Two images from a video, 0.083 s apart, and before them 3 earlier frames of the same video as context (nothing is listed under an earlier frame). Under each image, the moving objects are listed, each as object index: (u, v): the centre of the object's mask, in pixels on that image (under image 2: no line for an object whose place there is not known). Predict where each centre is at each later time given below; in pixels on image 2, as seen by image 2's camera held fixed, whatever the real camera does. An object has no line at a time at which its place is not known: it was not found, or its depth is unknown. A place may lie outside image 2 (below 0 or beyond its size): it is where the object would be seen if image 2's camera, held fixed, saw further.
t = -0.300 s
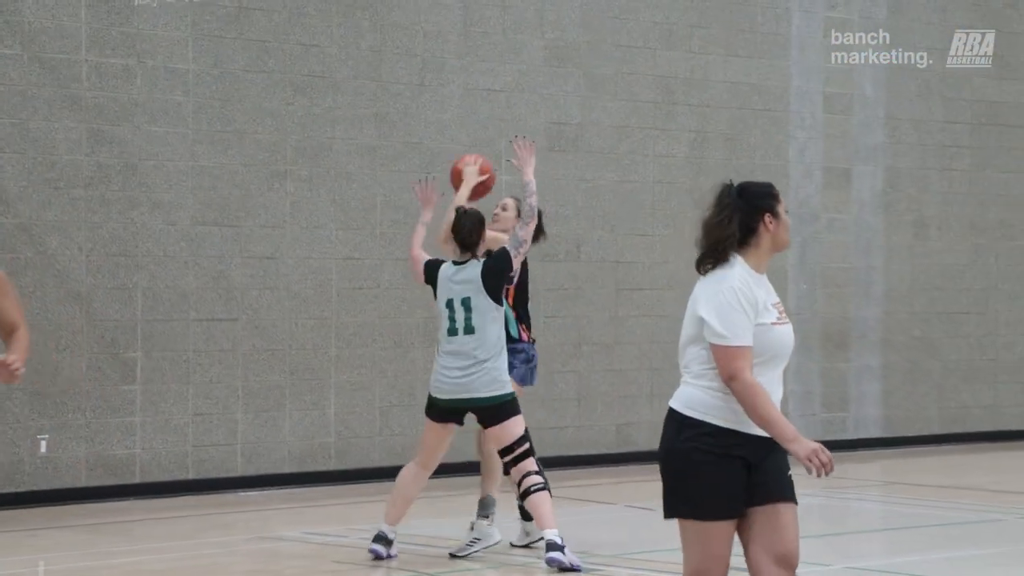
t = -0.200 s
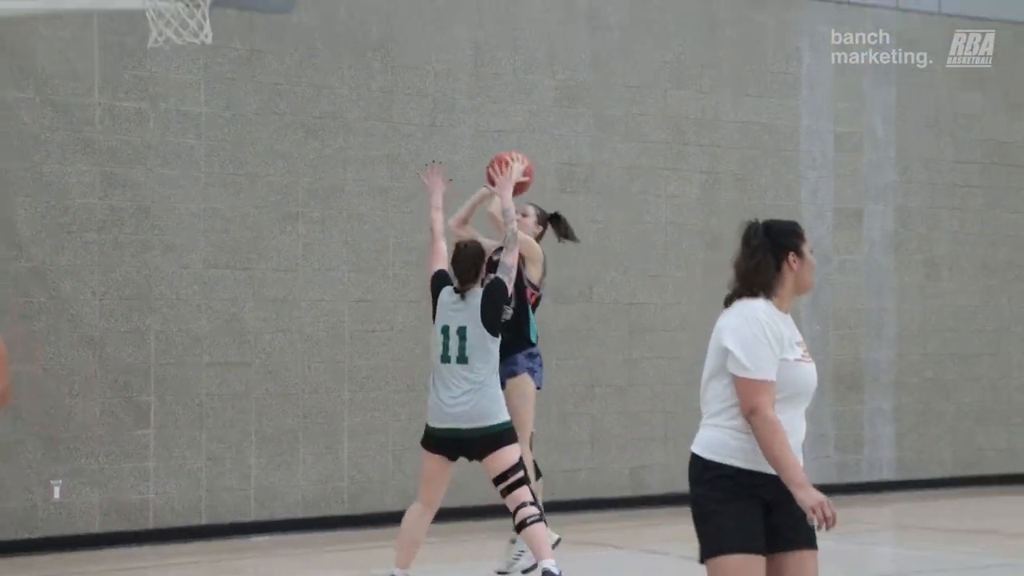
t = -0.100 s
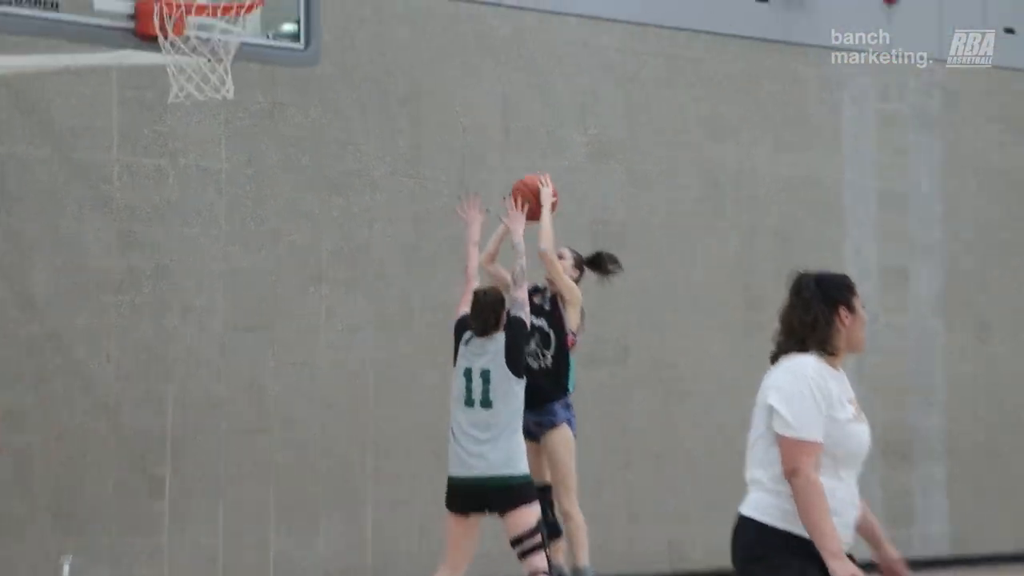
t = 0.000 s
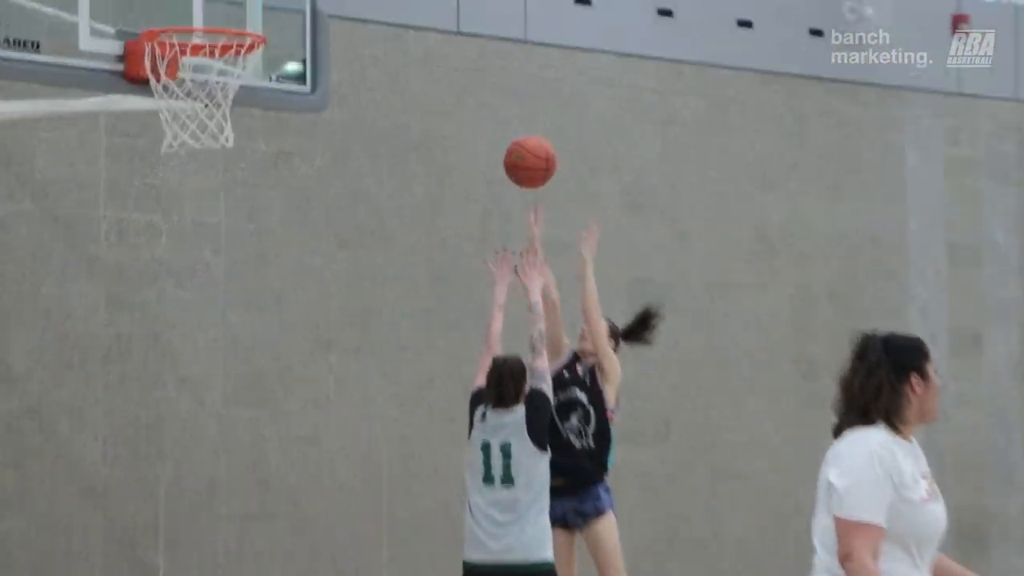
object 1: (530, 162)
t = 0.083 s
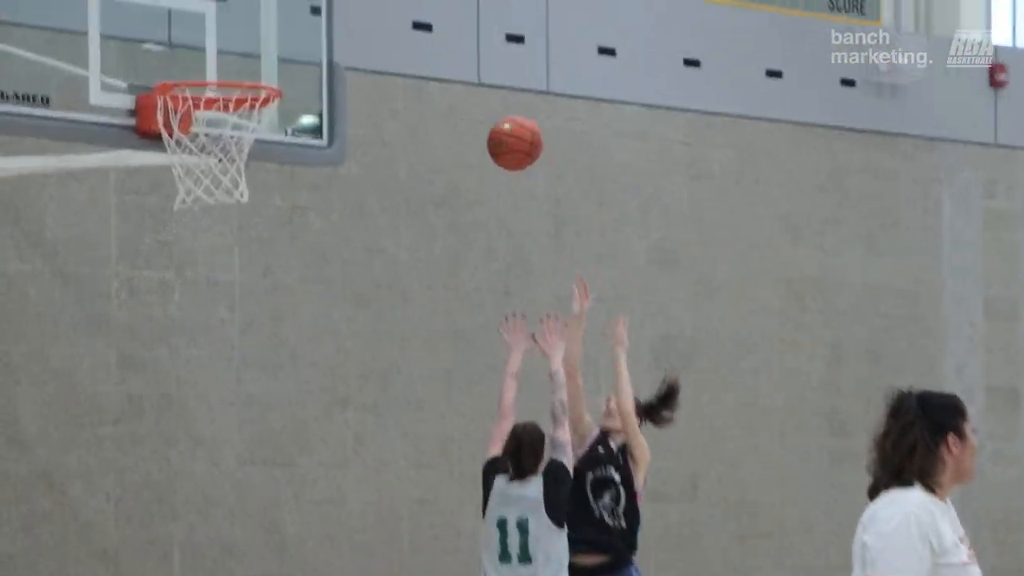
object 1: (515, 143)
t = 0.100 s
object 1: (507, 131)
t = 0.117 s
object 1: (499, 118)
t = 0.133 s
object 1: (491, 106)
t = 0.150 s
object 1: (483, 95)
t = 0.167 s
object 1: (475, 84)
